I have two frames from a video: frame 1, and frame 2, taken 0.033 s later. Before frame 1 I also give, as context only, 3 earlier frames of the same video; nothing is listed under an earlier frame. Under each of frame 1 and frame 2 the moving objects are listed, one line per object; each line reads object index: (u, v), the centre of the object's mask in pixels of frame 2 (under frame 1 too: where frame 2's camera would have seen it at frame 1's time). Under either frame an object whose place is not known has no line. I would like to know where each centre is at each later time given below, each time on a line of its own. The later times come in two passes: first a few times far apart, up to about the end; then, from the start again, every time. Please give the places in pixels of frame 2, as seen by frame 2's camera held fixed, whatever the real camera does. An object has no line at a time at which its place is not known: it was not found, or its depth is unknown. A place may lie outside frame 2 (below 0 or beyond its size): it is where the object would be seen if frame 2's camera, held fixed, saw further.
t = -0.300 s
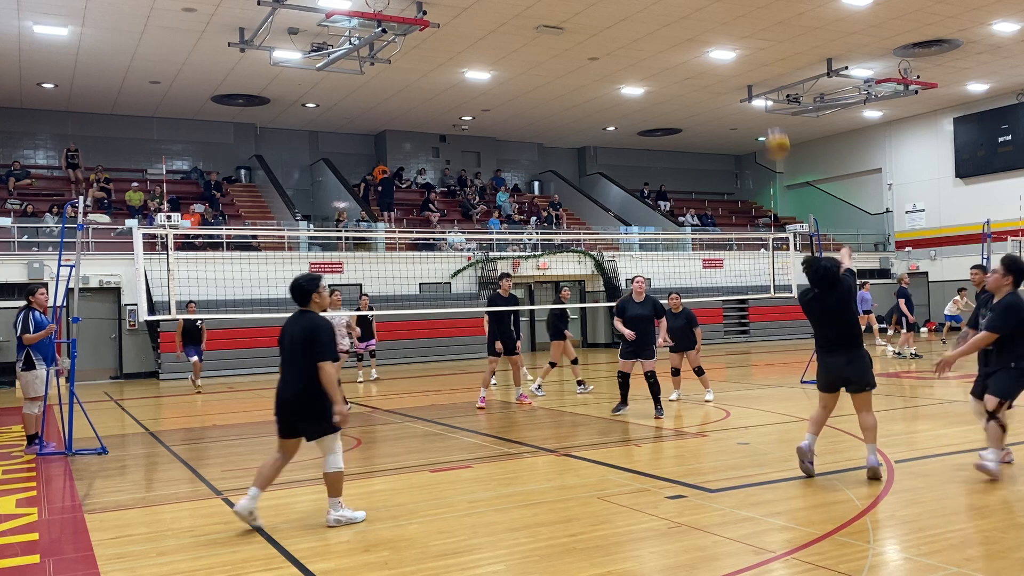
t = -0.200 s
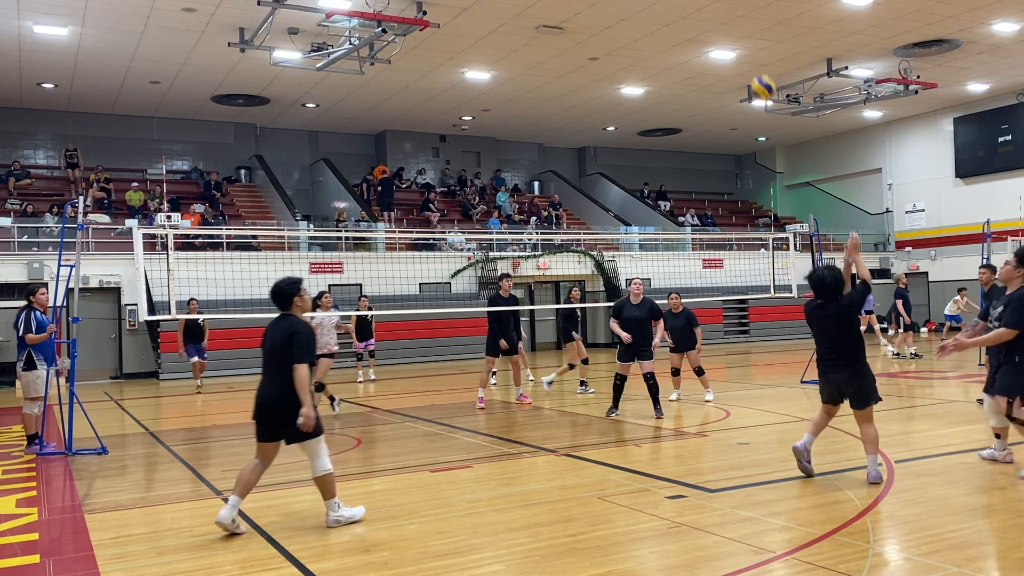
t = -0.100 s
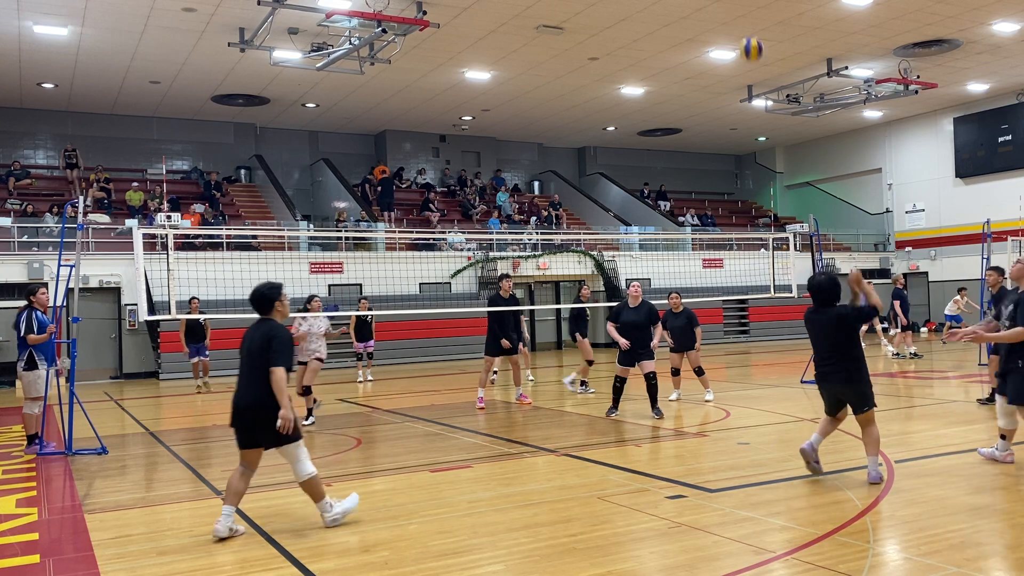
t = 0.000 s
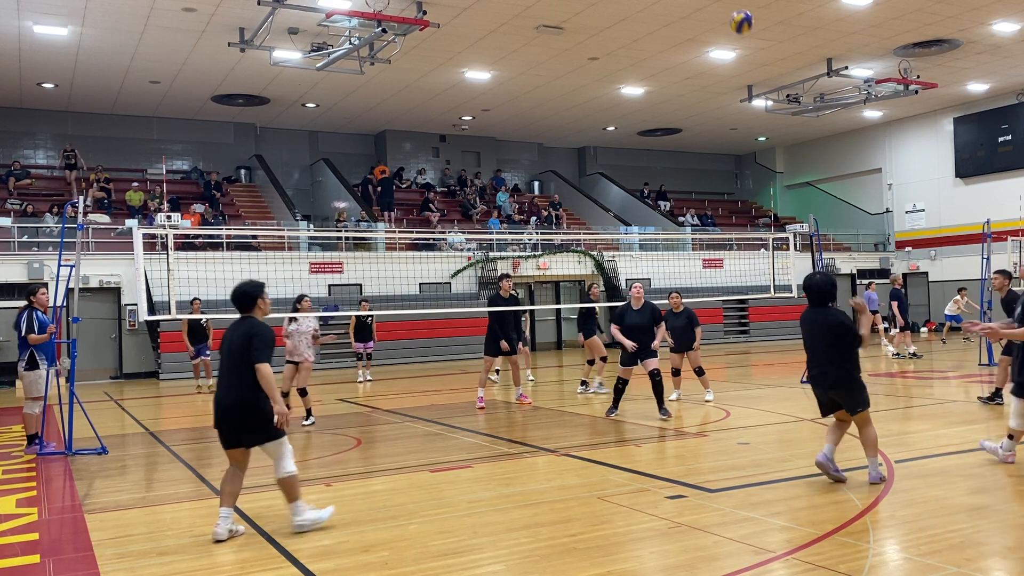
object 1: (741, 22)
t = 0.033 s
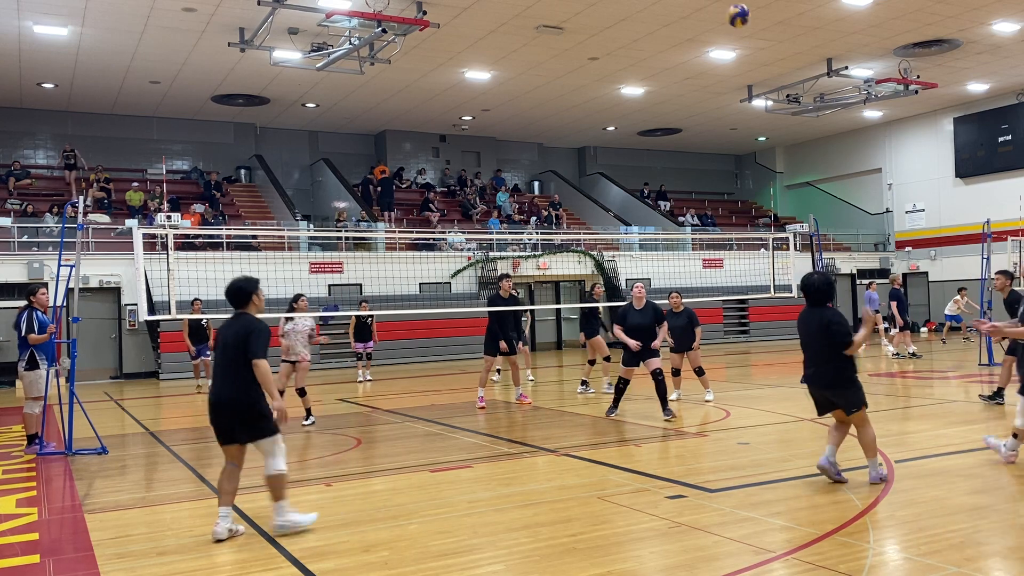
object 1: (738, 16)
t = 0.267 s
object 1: (718, 6)
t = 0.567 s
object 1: (699, 61)
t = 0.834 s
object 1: (686, 169)
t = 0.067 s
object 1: (735, 10)
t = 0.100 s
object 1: (732, 8)
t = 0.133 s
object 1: (729, 7)
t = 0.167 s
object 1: (726, 6)
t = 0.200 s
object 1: (723, 6)
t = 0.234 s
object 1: (720, 6)
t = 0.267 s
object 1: (718, 6)
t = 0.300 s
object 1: (715, 8)
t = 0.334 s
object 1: (713, 10)
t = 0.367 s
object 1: (711, 13)
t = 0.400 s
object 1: (708, 19)
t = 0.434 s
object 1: (706, 25)
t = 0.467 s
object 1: (704, 33)
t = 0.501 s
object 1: (702, 41)
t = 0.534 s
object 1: (700, 50)
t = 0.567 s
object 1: (699, 61)
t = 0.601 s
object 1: (697, 72)
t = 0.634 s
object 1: (695, 83)
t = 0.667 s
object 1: (693, 95)
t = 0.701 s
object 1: (692, 107)
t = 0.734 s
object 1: (691, 122)
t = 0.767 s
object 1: (689, 137)
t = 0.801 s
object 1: (687, 153)
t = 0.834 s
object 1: (686, 169)
